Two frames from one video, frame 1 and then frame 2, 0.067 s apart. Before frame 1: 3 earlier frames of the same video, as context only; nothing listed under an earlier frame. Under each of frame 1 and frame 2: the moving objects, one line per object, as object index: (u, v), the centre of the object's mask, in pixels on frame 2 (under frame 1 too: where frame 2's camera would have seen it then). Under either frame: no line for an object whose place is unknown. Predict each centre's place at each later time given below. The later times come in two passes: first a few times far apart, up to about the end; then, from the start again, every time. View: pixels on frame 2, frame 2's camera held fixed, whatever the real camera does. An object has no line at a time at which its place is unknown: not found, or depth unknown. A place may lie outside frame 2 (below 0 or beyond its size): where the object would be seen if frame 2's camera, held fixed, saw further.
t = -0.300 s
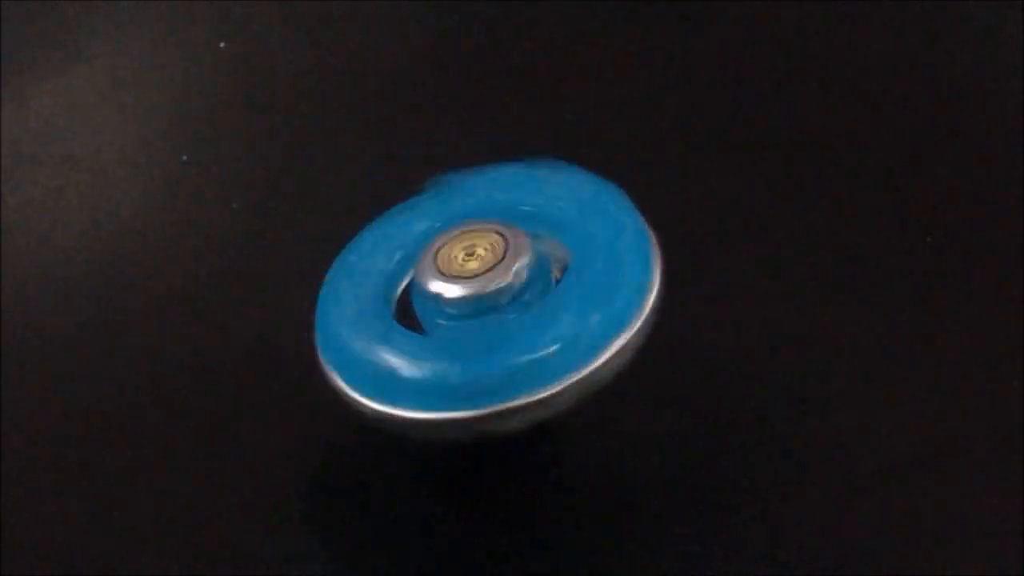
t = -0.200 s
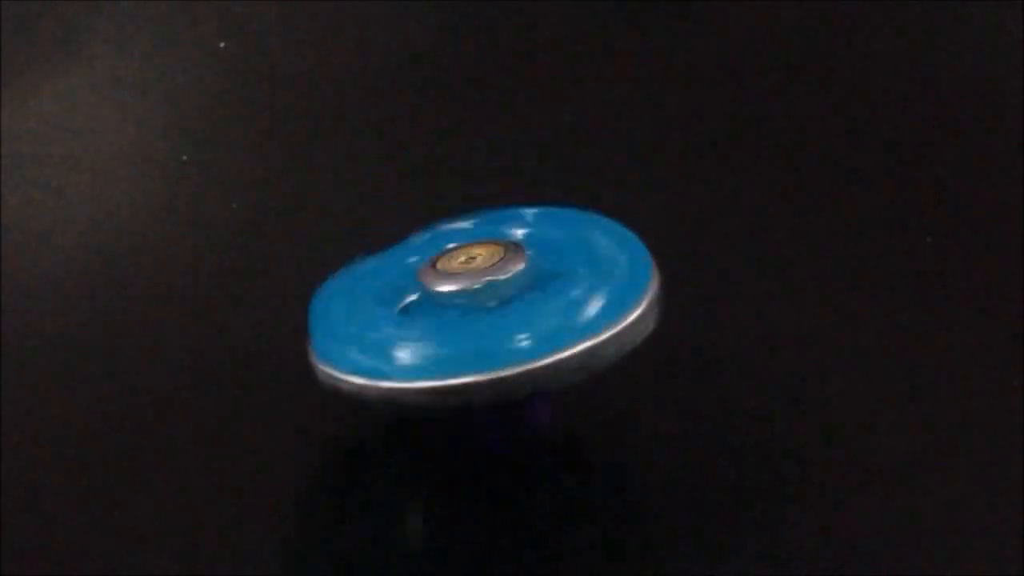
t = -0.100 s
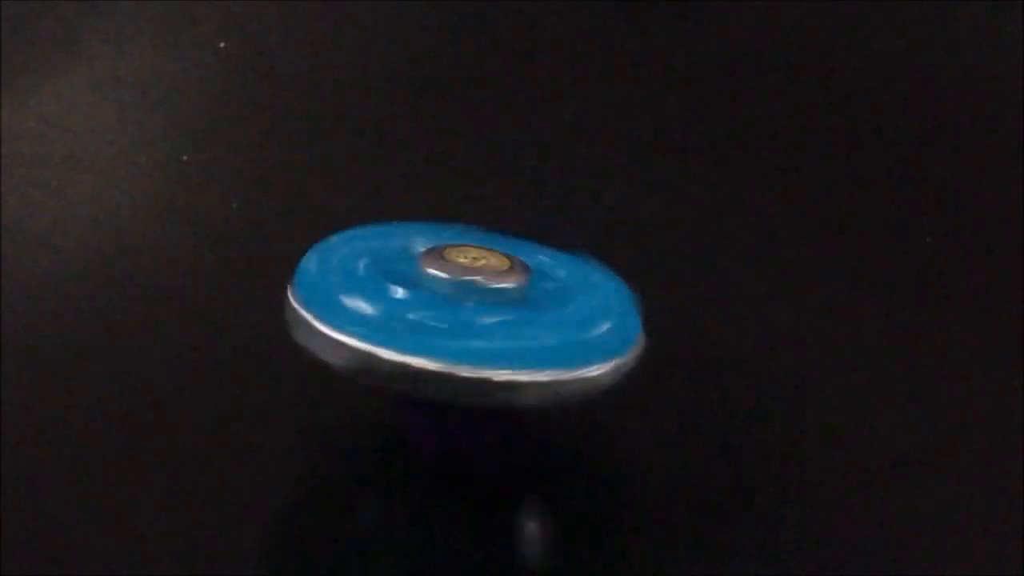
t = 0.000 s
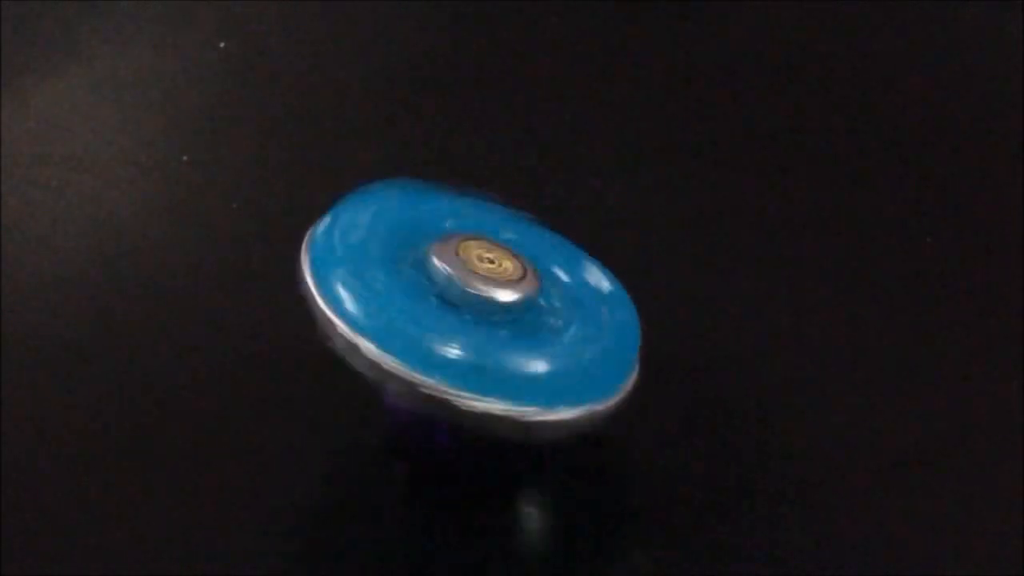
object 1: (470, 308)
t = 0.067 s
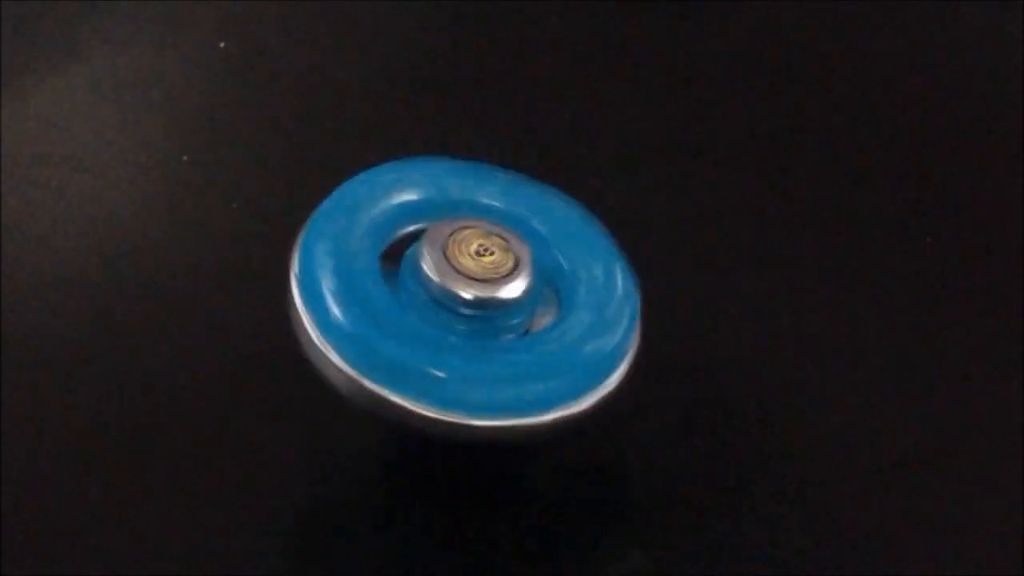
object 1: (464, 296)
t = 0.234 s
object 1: (487, 298)
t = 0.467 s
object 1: (471, 308)
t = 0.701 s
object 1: (484, 289)
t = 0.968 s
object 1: (476, 310)
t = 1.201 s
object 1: (481, 292)
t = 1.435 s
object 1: (468, 299)
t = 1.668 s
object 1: (470, 295)
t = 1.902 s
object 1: (480, 303)
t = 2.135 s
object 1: (472, 288)
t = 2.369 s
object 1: (468, 294)
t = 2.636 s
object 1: (467, 296)
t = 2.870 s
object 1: (476, 306)
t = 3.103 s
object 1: (489, 297)
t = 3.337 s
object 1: (489, 286)
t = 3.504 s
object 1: (487, 285)
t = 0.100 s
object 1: (465, 292)
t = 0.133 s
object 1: (469, 294)
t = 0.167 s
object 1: (475, 295)
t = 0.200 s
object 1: (485, 295)
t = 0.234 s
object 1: (487, 298)
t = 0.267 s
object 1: (483, 301)
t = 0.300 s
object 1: (484, 302)
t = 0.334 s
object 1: (490, 310)
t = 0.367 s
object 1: (488, 312)
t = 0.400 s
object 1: (486, 308)
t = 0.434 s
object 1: (474, 310)
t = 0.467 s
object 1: (471, 308)
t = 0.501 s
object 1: (477, 309)
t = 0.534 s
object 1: (474, 306)
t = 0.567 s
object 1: (472, 300)
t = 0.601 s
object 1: (467, 295)
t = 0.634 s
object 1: (471, 294)
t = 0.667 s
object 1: (477, 293)
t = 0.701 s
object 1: (484, 289)
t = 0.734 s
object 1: (487, 289)
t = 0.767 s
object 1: (482, 295)
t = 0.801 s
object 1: (477, 296)
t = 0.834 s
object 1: (476, 296)
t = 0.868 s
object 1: (480, 302)
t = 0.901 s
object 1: (477, 311)
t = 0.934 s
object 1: (478, 312)
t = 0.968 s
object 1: (476, 310)
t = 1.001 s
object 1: (476, 305)
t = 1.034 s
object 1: (478, 303)
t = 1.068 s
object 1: (472, 301)
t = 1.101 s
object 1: (471, 299)
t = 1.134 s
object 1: (474, 297)
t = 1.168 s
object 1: (479, 293)
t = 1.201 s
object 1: (481, 292)
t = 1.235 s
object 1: (485, 289)
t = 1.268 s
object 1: (488, 290)
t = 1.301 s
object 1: (485, 292)
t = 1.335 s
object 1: (479, 296)
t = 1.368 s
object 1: (474, 293)
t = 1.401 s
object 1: (475, 292)
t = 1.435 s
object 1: (468, 299)
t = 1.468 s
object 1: (465, 298)
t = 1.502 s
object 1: (460, 297)
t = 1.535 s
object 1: (451, 297)
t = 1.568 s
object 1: (452, 297)
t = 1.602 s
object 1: (459, 298)
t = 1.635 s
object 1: (464, 298)
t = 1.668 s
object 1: (470, 295)
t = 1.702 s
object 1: (471, 297)
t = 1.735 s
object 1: (476, 297)
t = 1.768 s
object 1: (482, 297)
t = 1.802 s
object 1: (482, 296)
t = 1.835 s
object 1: (483, 301)
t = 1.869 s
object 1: (484, 303)
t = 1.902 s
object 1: (480, 303)
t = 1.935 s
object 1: (477, 296)
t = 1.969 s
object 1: (478, 298)
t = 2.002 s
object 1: (472, 300)
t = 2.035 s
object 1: (471, 297)
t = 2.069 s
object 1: (469, 294)
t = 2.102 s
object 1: (471, 290)
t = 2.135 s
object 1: (472, 288)
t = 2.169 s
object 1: (473, 286)
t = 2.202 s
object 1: (473, 286)
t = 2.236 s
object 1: (476, 289)
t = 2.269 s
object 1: (475, 293)
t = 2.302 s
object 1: (470, 292)
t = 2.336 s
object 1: (468, 289)
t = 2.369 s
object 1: (468, 294)
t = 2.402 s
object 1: (465, 298)
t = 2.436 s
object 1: (460, 296)
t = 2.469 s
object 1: (453, 299)
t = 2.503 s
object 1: (450, 298)
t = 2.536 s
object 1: (454, 299)
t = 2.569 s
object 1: (459, 299)
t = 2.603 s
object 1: (463, 297)
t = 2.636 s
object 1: (467, 296)
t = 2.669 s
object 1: (468, 300)
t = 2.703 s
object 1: (472, 301)
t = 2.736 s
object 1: (476, 300)
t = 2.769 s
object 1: (483, 301)
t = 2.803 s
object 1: (482, 301)
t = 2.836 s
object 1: (479, 302)
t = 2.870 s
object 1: (476, 306)
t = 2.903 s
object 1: (473, 305)
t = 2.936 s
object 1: (480, 303)
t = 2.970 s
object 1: (485, 304)
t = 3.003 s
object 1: (484, 302)
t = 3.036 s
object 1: (486, 298)
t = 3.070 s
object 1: (485, 296)
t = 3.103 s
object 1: (489, 297)
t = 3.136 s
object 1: (492, 296)
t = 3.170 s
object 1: (496, 293)
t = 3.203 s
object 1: (501, 291)
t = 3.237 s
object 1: (501, 289)
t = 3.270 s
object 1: (496, 290)
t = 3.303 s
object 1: (490, 289)
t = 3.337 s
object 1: (489, 286)
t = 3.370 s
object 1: (496, 290)
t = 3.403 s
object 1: (491, 290)
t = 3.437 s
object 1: (488, 287)
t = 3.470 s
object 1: (486, 286)
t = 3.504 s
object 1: (487, 285)
